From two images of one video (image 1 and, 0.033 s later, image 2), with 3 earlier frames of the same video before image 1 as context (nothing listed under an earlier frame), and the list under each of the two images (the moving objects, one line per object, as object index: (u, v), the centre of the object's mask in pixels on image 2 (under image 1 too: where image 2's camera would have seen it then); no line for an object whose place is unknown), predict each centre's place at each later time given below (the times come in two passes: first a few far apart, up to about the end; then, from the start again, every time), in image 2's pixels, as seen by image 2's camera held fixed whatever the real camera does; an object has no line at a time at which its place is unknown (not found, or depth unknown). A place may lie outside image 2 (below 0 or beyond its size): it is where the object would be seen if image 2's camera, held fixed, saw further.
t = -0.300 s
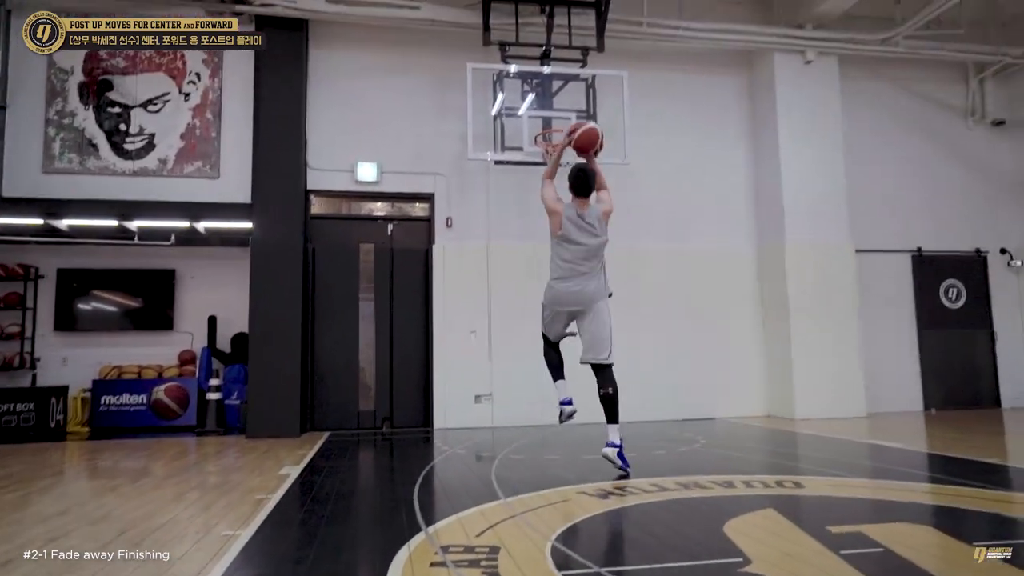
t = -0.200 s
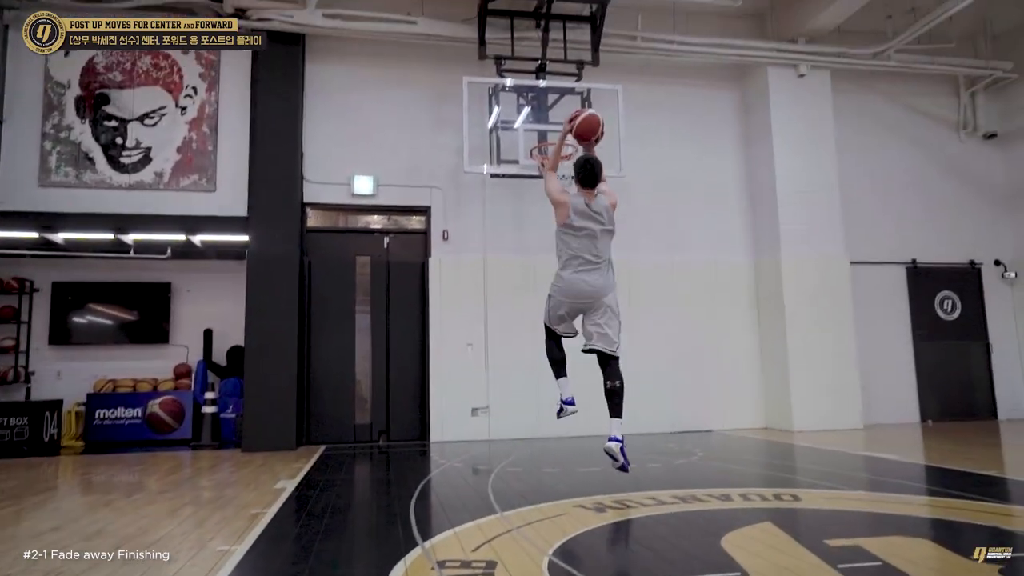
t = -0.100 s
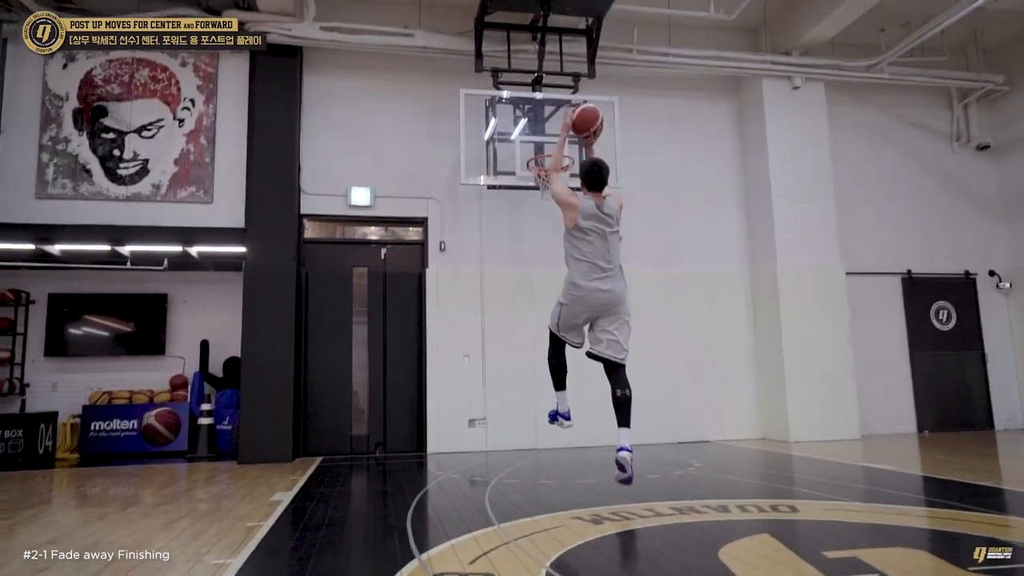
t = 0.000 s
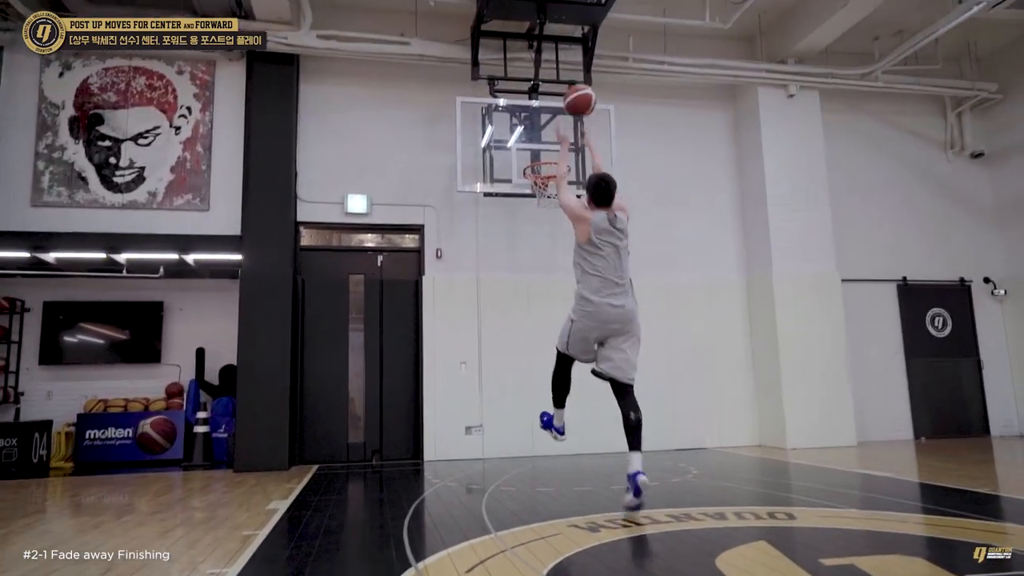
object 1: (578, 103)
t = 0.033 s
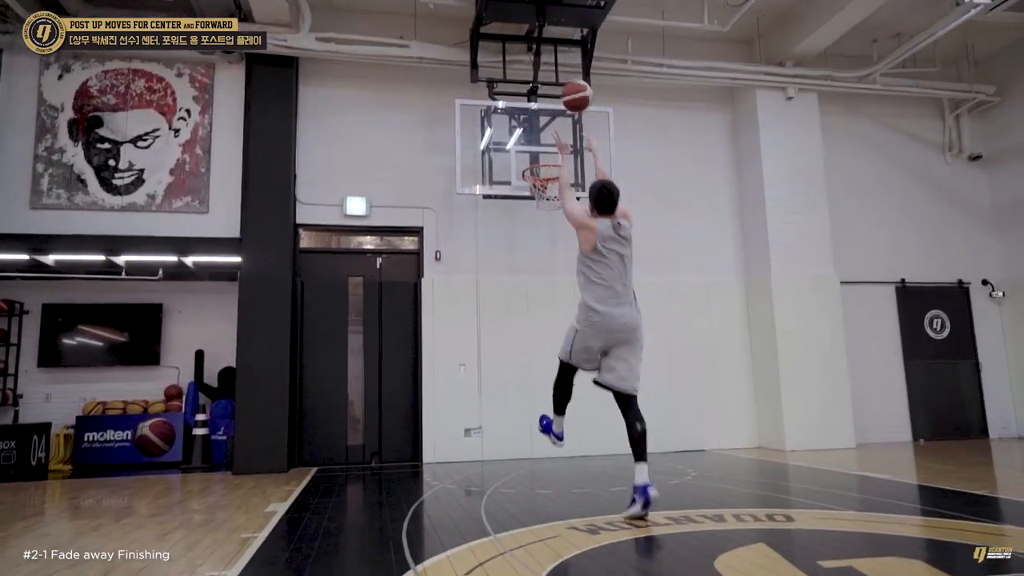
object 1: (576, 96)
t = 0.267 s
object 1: (568, 84)
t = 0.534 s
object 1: (561, 133)
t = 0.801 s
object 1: (532, 161)
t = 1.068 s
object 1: (509, 164)
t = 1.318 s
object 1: (489, 218)
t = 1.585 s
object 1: (469, 345)
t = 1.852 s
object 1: (445, 408)
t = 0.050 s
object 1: (575, 92)
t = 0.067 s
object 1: (575, 90)
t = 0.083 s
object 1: (574, 88)
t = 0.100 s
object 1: (574, 85)
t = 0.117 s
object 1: (573, 84)
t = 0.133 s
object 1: (572, 83)
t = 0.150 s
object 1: (571, 82)
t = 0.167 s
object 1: (570, 81)
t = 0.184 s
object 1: (570, 81)
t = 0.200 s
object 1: (570, 81)
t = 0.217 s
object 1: (569, 81)
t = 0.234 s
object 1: (568, 82)
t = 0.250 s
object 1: (568, 83)
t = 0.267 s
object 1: (568, 84)
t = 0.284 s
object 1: (567, 85)
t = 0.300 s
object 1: (567, 86)
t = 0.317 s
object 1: (567, 89)
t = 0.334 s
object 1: (566, 91)
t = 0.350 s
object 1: (565, 93)
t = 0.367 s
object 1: (565, 95)
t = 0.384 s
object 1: (564, 98)
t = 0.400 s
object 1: (564, 101)
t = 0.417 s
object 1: (564, 104)
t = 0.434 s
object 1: (563, 108)
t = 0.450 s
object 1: (562, 113)
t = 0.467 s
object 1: (563, 116)
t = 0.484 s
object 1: (562, 120)
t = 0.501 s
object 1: (562, 124)
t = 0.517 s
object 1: (561, 129)
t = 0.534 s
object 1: (561, 133)
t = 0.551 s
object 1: (561, 138)
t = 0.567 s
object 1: (561, 142)
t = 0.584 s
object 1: (562, 149)
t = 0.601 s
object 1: (561, 154)
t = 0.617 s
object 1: (561, 158)
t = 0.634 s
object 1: (561, 160)
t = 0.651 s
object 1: (560, 160)
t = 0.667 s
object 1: (557, 159)
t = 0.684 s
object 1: (552, 159)
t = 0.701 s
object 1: (550, 158)
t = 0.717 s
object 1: (546, 159)
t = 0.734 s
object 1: (543, 159)
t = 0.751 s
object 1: (540, 159)
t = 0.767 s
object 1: (536, 160)
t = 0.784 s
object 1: (532, 161)
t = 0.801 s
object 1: (532, 161)
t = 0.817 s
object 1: (530, 161)
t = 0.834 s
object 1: (528, 161)
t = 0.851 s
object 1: (527, 161)
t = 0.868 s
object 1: (525, 160)
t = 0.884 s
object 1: (523, 160)
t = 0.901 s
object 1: (521, 160)
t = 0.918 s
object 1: (519, 160)
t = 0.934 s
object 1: (519, 160)
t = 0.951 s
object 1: (518, 159)
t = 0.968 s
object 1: (517, 159)
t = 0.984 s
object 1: (515, 160)
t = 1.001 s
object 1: (514, 160)
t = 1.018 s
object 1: (513, 161)
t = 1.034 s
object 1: (511, 162)
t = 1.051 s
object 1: (510, 163)
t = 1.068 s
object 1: (509, 164)
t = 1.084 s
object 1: (507, 166)
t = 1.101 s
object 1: (506, 168)
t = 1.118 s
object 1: (505, 171)
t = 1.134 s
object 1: (503, 174)
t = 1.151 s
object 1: (502, 176)
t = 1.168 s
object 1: (501, 179)
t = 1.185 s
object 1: (499, 182)
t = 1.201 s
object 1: (498, 186)
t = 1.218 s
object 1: (497, 189)
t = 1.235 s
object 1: (495, 193)
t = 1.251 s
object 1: (494, 198)
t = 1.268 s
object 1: (493, 202)
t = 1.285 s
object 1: (491, 207)
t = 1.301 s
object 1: (490, 212)
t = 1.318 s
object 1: (489, 218)
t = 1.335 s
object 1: (487, 223)
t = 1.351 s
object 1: (486, 229)
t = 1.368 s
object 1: (484, 235)
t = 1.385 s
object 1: (483, 242)
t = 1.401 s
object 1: (482, 250)
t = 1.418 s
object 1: (481, 256)
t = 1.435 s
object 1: (480, 264)
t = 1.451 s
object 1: (478, 271)
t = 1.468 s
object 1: (477, 279)
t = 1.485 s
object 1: (476, 288)
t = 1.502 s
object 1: (475, 296)
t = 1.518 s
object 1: (474, 305)
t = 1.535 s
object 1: (472, 315)
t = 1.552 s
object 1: (471, 324)
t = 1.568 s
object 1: (470, 334)
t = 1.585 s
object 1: (469, 345)
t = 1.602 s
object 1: (467, 355)
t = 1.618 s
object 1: (466, 366)
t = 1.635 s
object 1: (465, 378)
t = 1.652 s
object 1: (464, 389)
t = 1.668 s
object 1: (463, 402)
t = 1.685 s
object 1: (461, 415)
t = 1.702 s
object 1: (460, 428)
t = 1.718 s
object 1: (458, 441)
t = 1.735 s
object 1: (458, 456)
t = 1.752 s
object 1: (456, 467)
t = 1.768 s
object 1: (455, 458)
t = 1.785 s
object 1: (453, 447)
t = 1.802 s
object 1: (451, 436)
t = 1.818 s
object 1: (449, 426)
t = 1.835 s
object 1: (448, 417)
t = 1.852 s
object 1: (445, 408)
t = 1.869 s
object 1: (444, 399)
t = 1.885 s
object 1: (442, 390)
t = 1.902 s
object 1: (440, 381)
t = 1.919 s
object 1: (439, 373)
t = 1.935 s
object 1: (437, 365)
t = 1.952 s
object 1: (436, 357)
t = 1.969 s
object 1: (434, 350)
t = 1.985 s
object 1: (432, 344)
